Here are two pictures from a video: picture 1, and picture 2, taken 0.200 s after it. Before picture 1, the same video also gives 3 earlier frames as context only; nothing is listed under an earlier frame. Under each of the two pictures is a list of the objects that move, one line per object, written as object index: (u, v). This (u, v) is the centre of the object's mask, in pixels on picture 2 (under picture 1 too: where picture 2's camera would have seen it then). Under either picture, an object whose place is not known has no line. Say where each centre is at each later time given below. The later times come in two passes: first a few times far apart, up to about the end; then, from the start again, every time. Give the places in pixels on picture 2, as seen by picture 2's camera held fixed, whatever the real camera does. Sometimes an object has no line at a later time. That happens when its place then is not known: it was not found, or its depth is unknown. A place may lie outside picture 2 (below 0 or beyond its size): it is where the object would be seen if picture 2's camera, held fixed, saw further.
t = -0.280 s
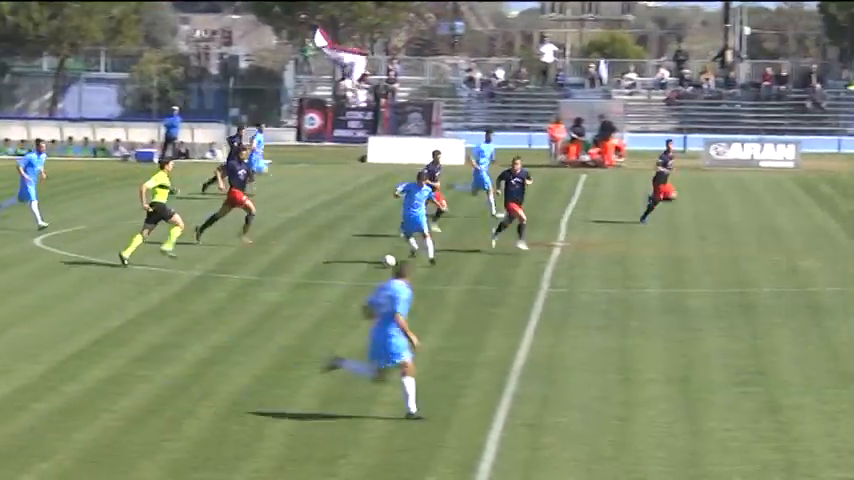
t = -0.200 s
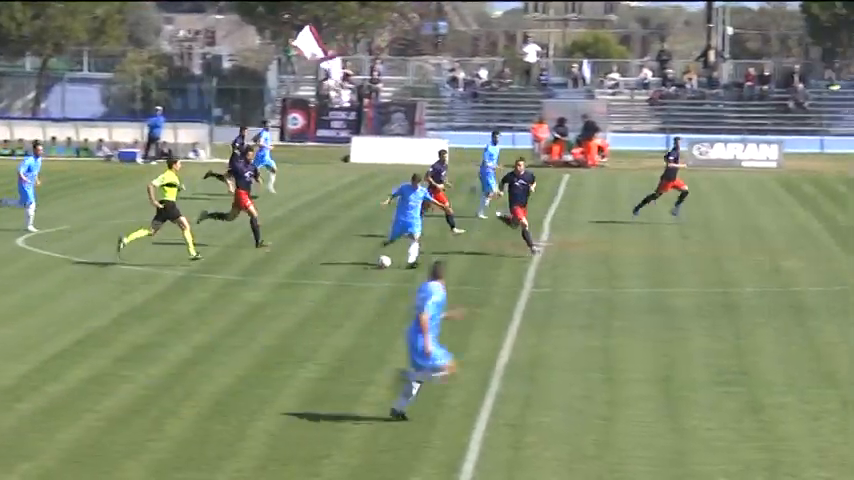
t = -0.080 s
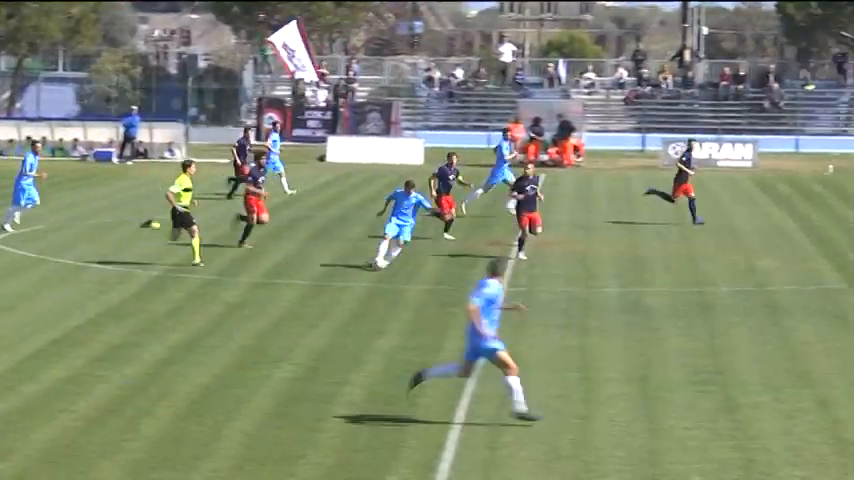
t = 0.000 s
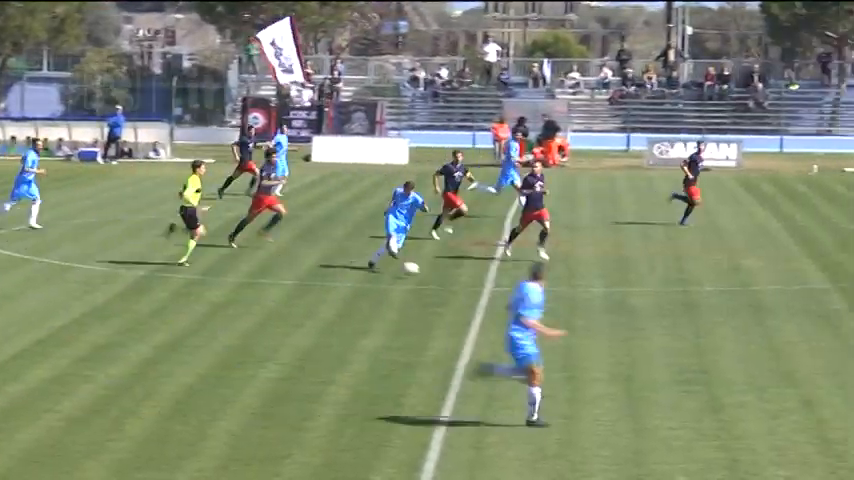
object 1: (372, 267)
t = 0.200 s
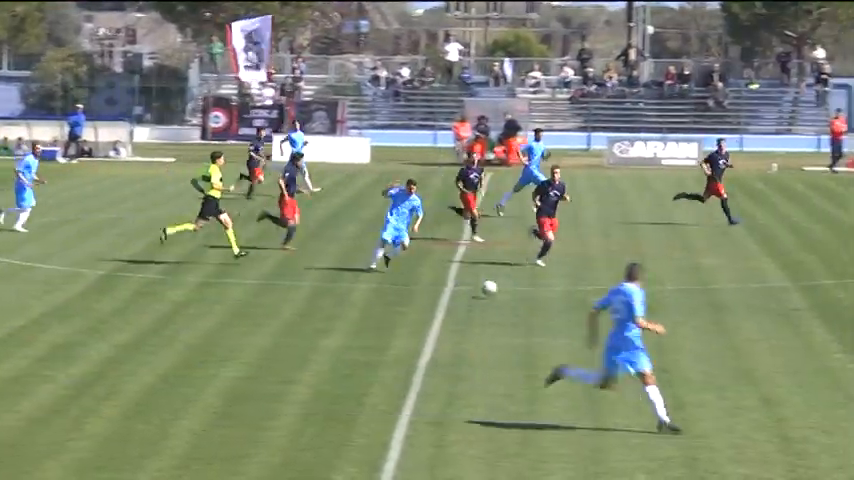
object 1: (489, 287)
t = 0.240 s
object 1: (511, 290)
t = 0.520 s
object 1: (669, 321)
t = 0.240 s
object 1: (511, 290)
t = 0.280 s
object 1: (535, 296)
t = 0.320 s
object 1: (558, 302)
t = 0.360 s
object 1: (581, 306)
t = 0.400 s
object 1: (602, 307)
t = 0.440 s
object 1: (624, 310)
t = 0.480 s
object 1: (646, 314)
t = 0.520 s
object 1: (669, 321)
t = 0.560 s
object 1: (690, 326)
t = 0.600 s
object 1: (710, 326)
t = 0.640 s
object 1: (731, 329)
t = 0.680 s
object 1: (752, 332)
